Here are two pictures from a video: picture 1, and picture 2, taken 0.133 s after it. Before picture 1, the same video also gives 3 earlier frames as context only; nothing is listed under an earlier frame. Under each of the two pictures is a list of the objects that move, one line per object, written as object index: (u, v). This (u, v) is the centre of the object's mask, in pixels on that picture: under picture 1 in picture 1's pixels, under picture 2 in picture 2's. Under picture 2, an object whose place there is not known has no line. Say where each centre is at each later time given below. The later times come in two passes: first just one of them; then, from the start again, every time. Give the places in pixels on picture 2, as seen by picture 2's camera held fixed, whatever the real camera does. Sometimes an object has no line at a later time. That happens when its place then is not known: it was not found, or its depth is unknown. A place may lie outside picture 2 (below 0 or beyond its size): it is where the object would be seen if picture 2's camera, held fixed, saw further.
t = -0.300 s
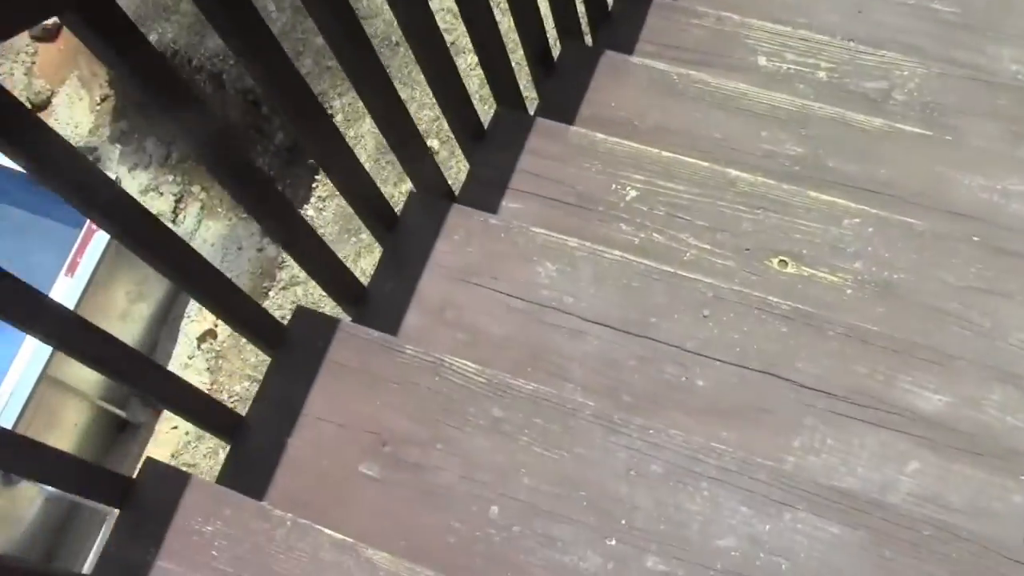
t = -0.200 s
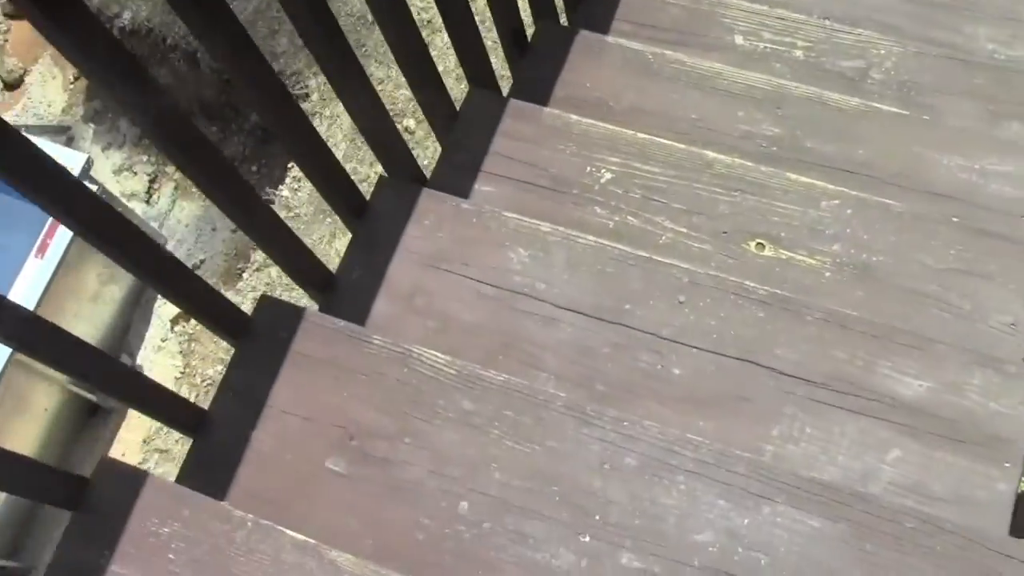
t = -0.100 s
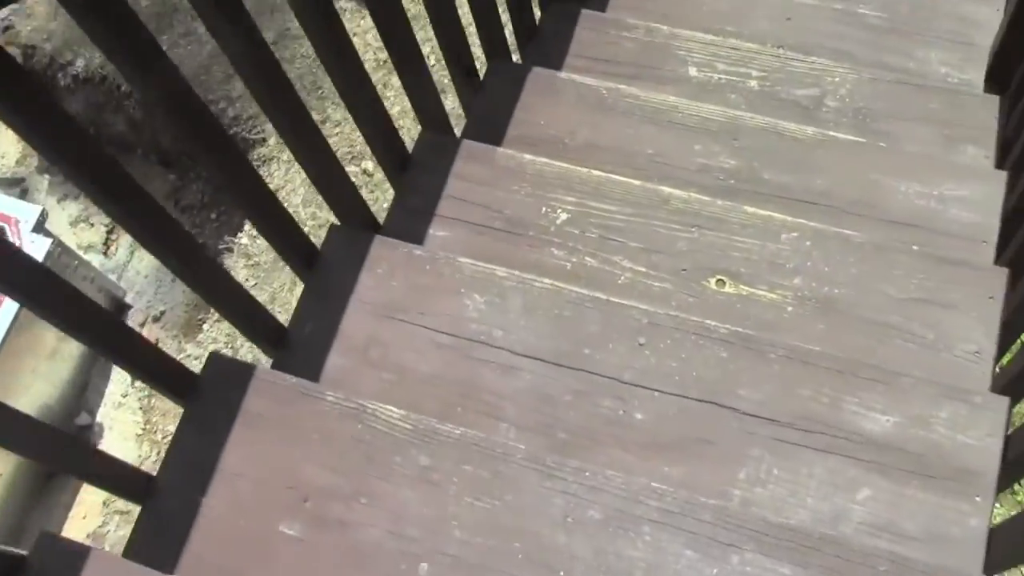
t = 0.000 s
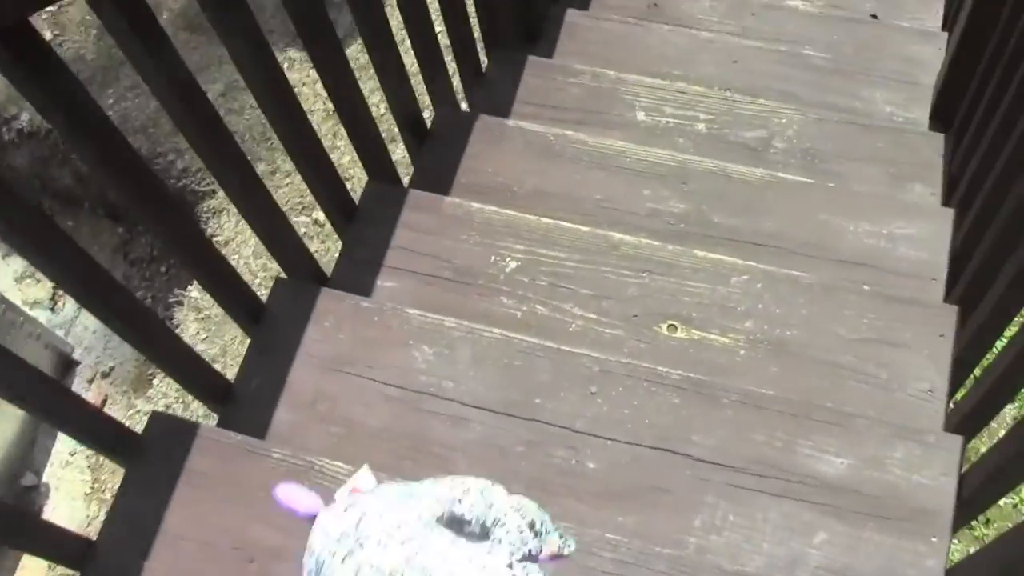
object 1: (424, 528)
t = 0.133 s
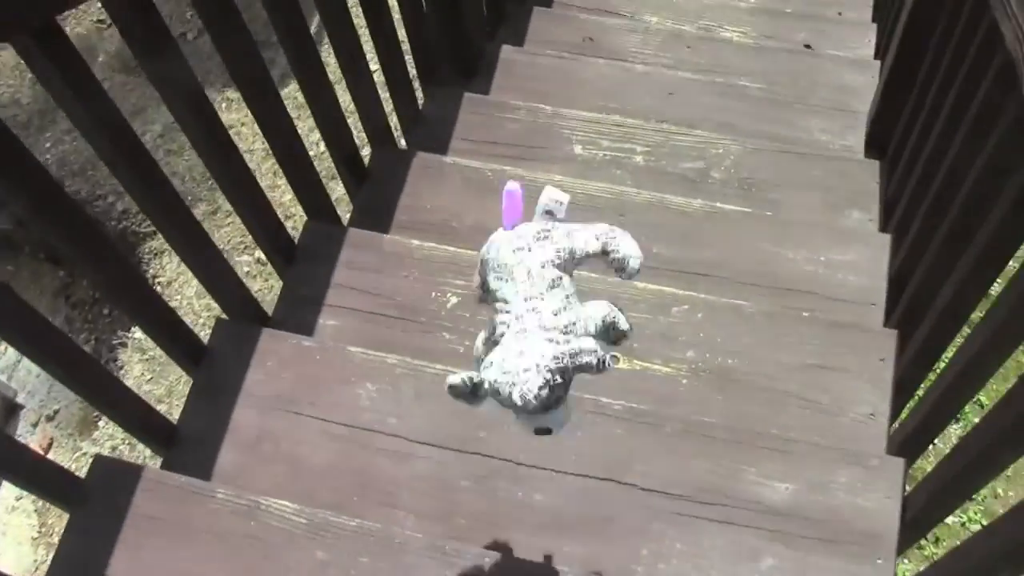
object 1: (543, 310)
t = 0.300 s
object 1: (619, 212)
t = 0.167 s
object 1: (567, 273)
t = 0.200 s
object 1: (588, 247)
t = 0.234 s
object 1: (602, 232)
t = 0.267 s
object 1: (611, 220)
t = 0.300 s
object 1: (619, 212)
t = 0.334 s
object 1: (626, 208)
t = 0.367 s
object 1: (646, 188)
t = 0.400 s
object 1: (665, 158)
